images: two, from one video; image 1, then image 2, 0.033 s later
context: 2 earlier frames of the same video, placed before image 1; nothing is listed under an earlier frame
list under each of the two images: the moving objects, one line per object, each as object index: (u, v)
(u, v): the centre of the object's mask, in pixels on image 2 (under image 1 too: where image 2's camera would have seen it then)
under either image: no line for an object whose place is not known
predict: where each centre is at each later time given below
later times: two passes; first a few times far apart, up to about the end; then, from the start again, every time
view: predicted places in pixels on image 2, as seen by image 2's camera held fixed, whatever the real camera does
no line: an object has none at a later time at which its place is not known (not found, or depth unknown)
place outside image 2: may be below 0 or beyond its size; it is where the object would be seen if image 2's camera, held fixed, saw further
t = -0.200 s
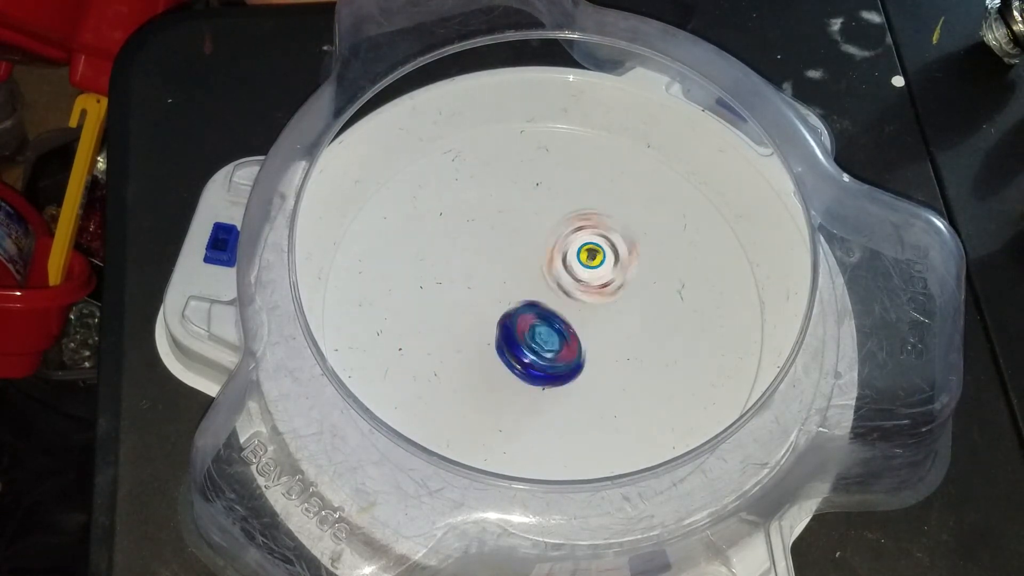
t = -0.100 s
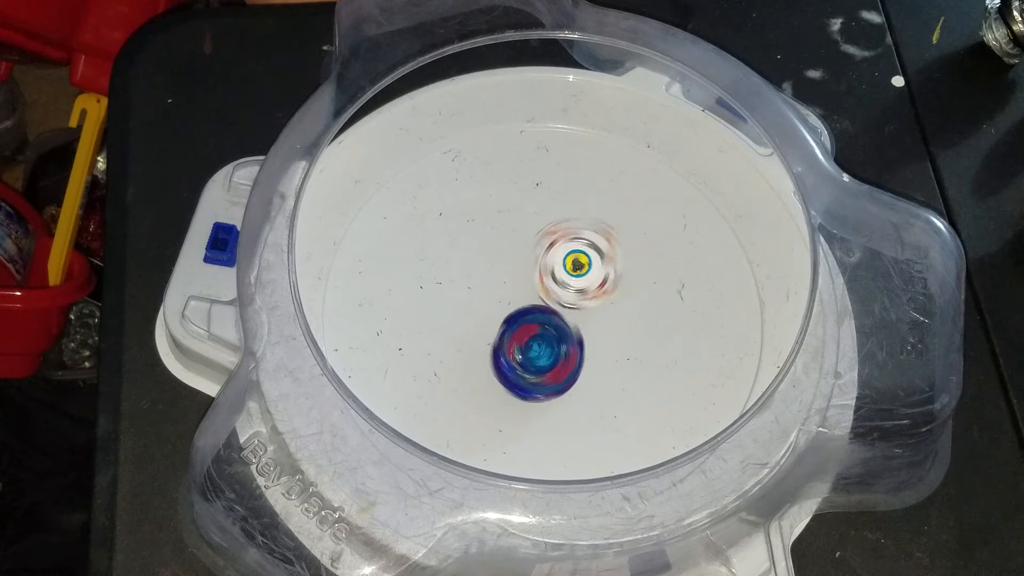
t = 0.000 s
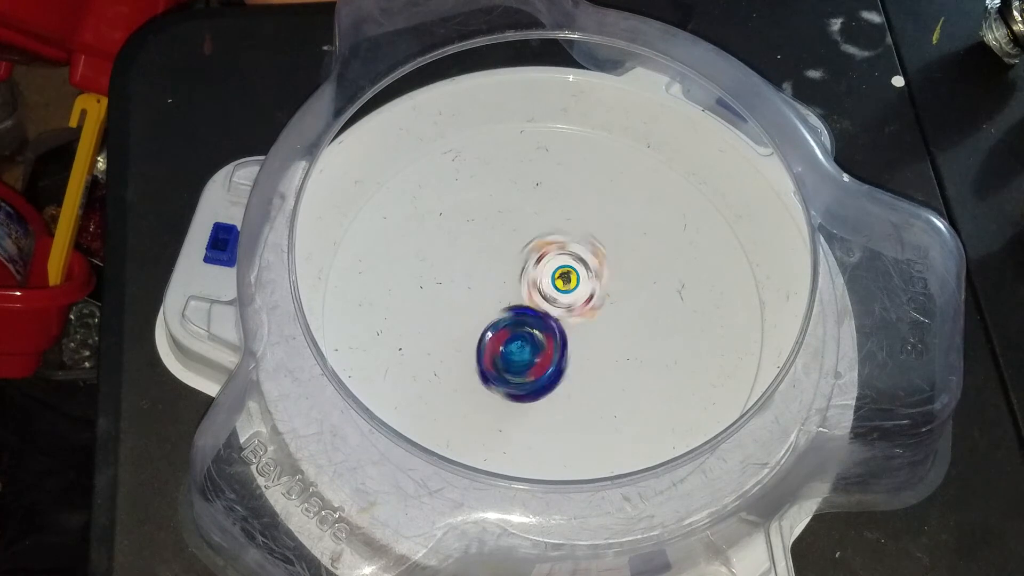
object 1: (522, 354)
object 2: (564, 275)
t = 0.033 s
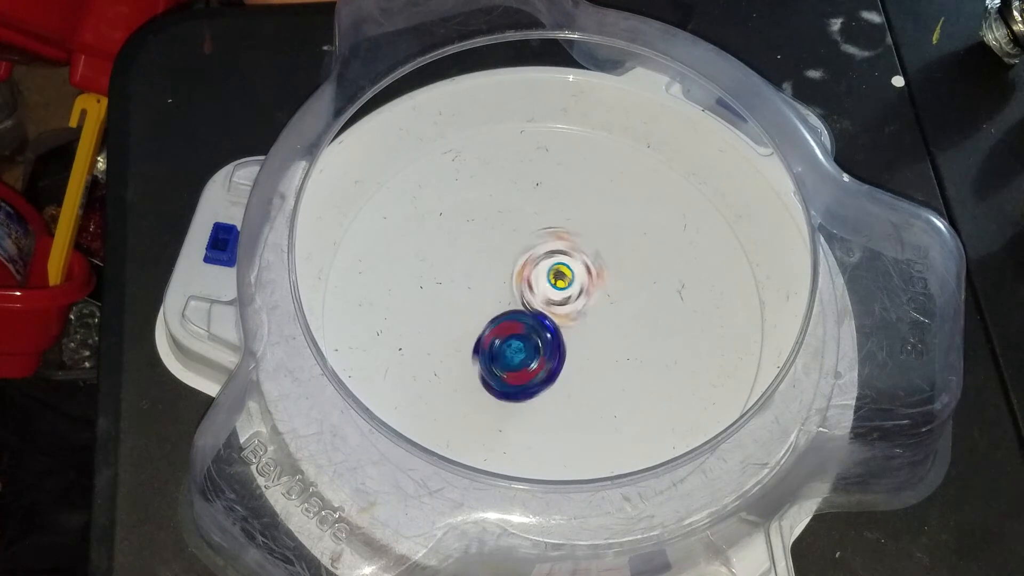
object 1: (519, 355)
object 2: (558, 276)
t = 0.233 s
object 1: (534, 381)
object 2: (522, 252)
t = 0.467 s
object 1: (558, 374)
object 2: (528, 260)
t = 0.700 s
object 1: (541, 344)
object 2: (512, 270)
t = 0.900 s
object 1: (520, 359)
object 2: (508, 272)
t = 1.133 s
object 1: (519, 362)
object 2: (521, 268)
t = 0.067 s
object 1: (517, 361)
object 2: (552, 270)
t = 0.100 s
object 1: (518, 366)
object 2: (545, 263)
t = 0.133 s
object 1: (521, 371)
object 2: (539, 258)
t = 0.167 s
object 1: (525, 375)
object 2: (533, 255)
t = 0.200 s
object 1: (529, 378)
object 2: (525, 254)
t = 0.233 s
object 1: (534, 381)
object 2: (522, 252)
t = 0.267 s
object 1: (539, 381)
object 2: (520, 252)
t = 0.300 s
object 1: (543, 381)
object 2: (521, 254)
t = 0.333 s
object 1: (546, 380)
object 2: (525, 257)
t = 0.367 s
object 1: (549, 380)
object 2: (528, 258)
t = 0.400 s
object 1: (552, 378)
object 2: (530, 258)
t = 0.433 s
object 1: (555, 376)
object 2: (530, 258)
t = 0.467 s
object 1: (558, 374)
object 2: (528, 260)
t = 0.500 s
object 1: (561, 370)
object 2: (526, 262)
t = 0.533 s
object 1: (563, 366)
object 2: (524, 264)
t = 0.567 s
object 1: (562, 360)
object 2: (520, 268)
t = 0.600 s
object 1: (560, 354)
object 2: (517, 269)
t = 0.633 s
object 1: (555, 348)
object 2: (515, 269)
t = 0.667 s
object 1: (548, 345)
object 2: (513, 270)
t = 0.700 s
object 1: (541, 344)
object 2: (512, 270)
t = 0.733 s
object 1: (533, 345)
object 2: (510, 271)
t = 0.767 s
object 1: (528, 348)
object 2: (509, 272)
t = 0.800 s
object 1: (523, 351)
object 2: (508, 272)
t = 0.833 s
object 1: (521, 354)
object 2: (508, 272)
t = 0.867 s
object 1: (520, 357)
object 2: (508, 272)
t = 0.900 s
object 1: (520, 359)
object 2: (508, 272)
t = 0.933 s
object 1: (519, 360)
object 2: (509, 272)
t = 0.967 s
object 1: (519, 361)
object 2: (510, 272)
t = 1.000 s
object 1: (519, 362)
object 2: (511, 271)
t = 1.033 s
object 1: (519, 363)
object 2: (513, 270)
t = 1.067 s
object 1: (519, 363)
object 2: (515, 270)
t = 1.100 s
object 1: (519, 362)
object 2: (517, 269)
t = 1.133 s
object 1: (519, 362)
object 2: (521, 268)
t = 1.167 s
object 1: (519, 362)
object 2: (523, 267)
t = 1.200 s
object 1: (519, 363)
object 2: (524, 266)
